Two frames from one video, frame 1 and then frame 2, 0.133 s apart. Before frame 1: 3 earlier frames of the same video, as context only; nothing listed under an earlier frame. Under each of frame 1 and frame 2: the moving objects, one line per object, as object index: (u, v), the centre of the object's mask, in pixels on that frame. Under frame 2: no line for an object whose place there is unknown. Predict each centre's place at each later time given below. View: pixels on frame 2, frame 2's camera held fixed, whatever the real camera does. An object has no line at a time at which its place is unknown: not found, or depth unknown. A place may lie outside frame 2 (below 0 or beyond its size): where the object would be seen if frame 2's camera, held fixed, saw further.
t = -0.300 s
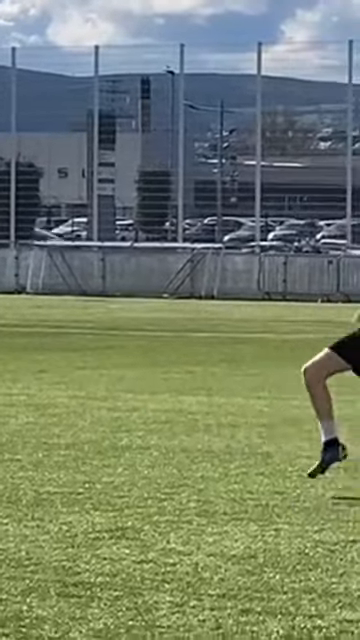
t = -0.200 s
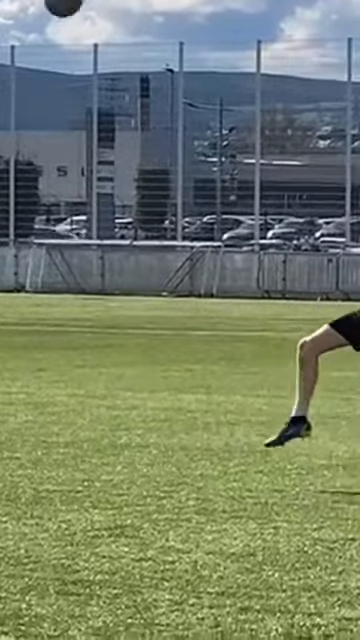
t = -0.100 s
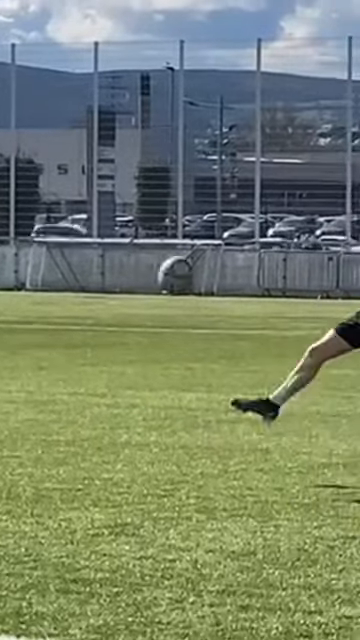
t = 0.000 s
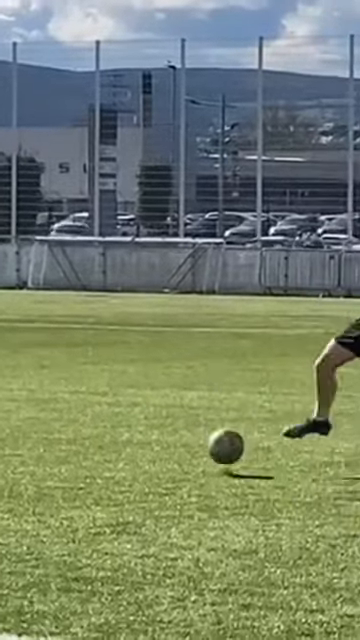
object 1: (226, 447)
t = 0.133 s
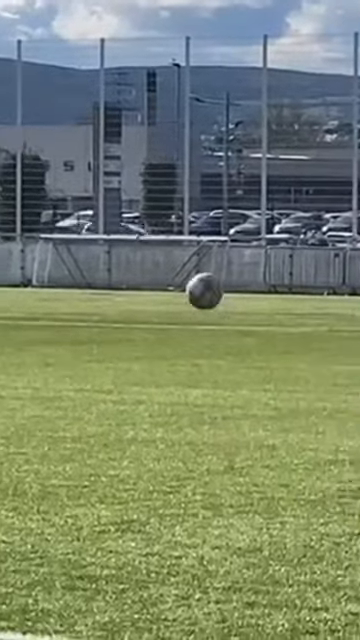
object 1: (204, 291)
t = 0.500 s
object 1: (136, 22)
